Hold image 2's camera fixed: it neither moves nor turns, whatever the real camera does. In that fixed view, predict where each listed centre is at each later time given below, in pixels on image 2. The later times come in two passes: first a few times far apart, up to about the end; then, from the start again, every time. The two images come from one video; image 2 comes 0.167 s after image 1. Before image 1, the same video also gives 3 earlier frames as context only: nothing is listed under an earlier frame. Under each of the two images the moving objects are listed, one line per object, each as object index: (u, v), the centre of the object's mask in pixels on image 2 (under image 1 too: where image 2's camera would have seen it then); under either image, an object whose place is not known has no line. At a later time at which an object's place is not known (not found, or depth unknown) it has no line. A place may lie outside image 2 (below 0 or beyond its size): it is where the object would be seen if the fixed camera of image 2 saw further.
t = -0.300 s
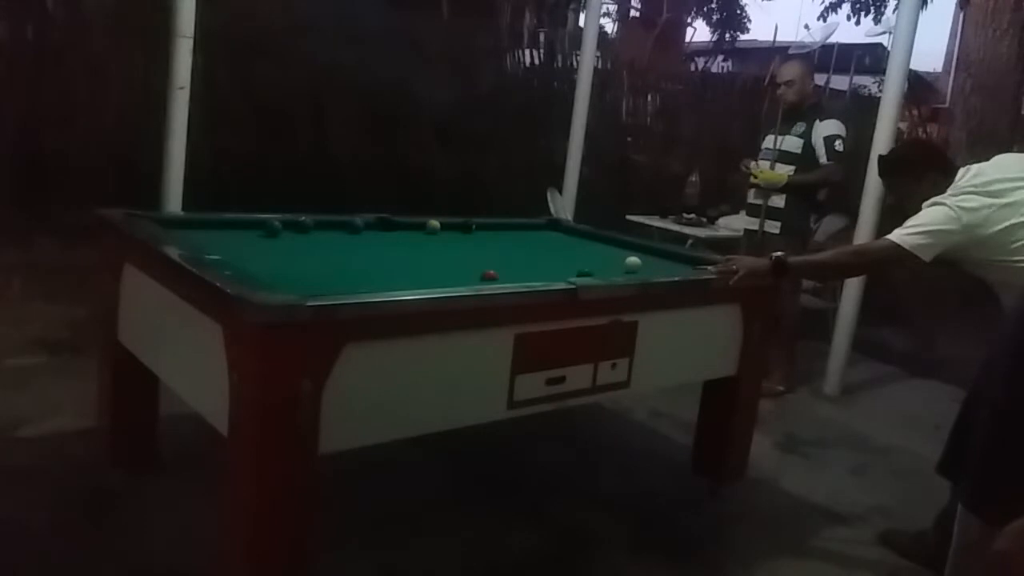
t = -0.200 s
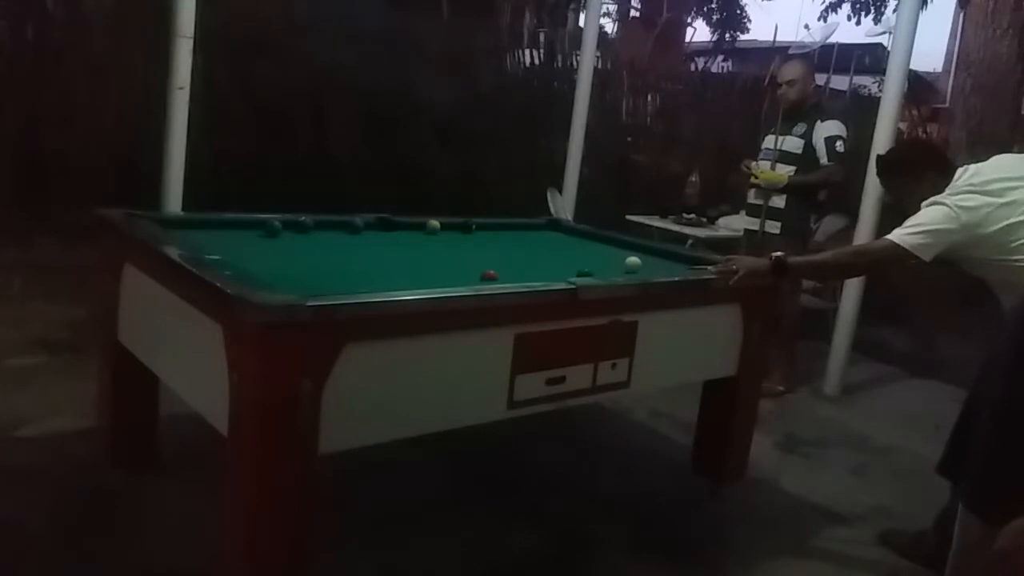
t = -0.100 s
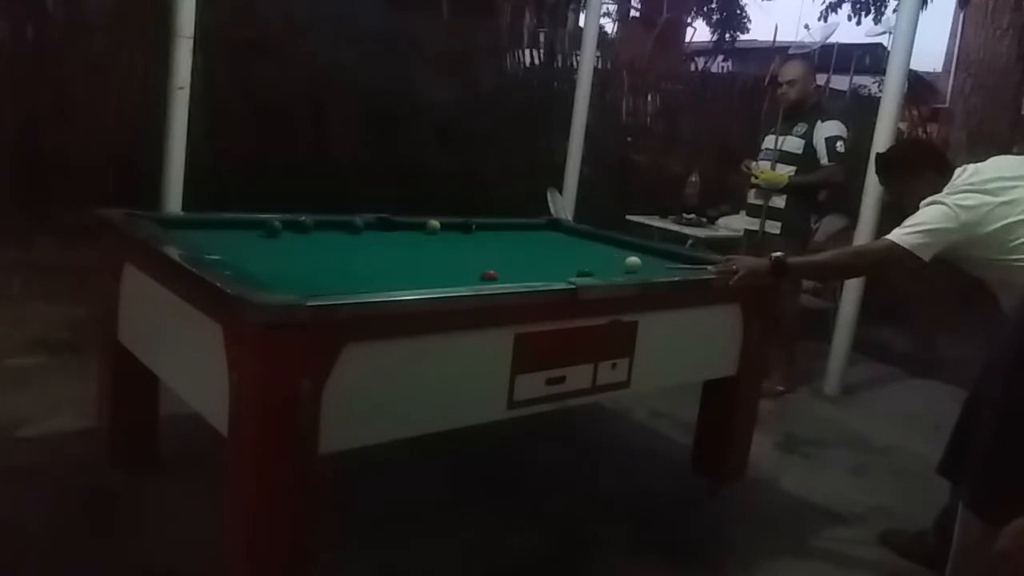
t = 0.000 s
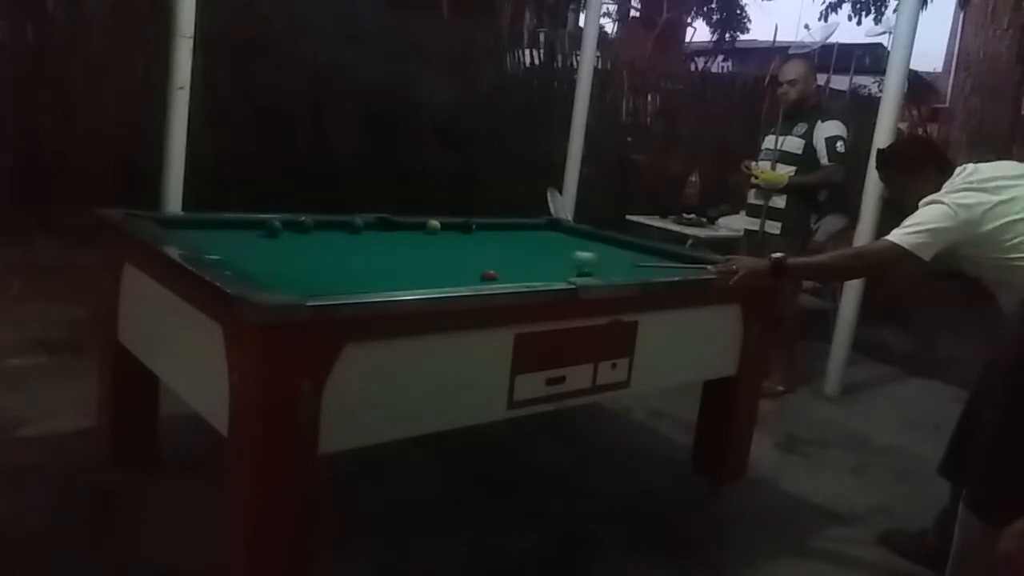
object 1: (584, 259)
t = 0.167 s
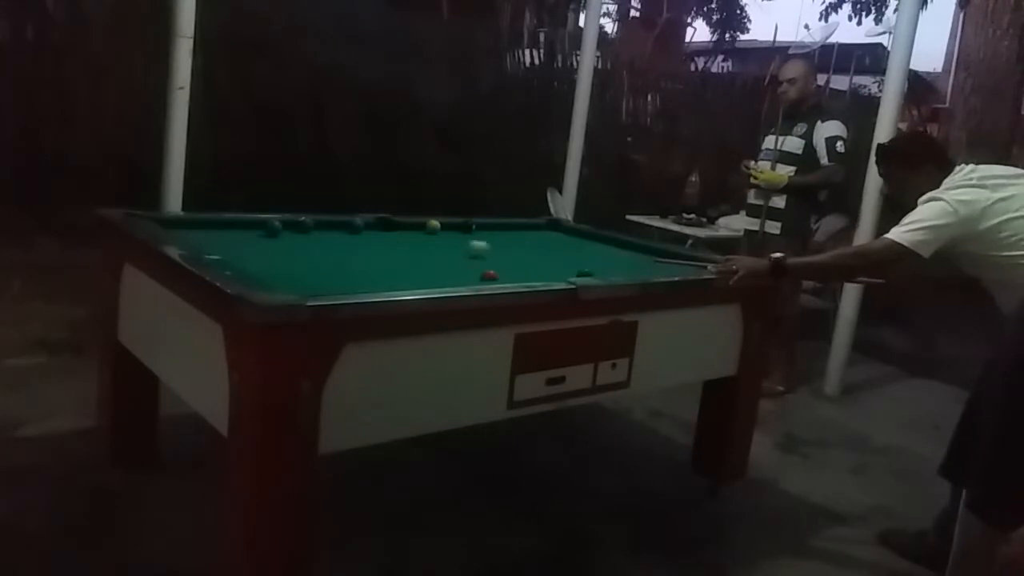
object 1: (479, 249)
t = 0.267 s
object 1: (428, 244)
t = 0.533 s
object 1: (295, 227)
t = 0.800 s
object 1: (270, 227)
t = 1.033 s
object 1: (270, 234)
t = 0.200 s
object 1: (460, 247)
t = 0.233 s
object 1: (444, 245)
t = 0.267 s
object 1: (428, 244)
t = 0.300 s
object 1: (411, 242)
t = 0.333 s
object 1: (395, 240)
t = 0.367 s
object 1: (380, 238)
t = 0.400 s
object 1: (363, 236)
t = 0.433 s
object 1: (346, 234)
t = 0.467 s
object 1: (329, 232)
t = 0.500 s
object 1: (311, 230)
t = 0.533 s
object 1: (295, 227)
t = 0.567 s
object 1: (288, 227)
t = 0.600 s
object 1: (283, 226)
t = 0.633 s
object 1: (276, 225)
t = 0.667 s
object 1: (271, 223)
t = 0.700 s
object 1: (269, 223)
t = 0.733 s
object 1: (270, 225)
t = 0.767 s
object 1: (270, 226)
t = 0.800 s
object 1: (270, 227)
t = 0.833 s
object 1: (270, 229)
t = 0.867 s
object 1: (270, 230)
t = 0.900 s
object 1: (270, 231)
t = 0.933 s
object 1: (269, 231)
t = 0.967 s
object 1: (269, 232)
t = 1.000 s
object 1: (270, 233)
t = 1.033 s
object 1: (270, 234)
